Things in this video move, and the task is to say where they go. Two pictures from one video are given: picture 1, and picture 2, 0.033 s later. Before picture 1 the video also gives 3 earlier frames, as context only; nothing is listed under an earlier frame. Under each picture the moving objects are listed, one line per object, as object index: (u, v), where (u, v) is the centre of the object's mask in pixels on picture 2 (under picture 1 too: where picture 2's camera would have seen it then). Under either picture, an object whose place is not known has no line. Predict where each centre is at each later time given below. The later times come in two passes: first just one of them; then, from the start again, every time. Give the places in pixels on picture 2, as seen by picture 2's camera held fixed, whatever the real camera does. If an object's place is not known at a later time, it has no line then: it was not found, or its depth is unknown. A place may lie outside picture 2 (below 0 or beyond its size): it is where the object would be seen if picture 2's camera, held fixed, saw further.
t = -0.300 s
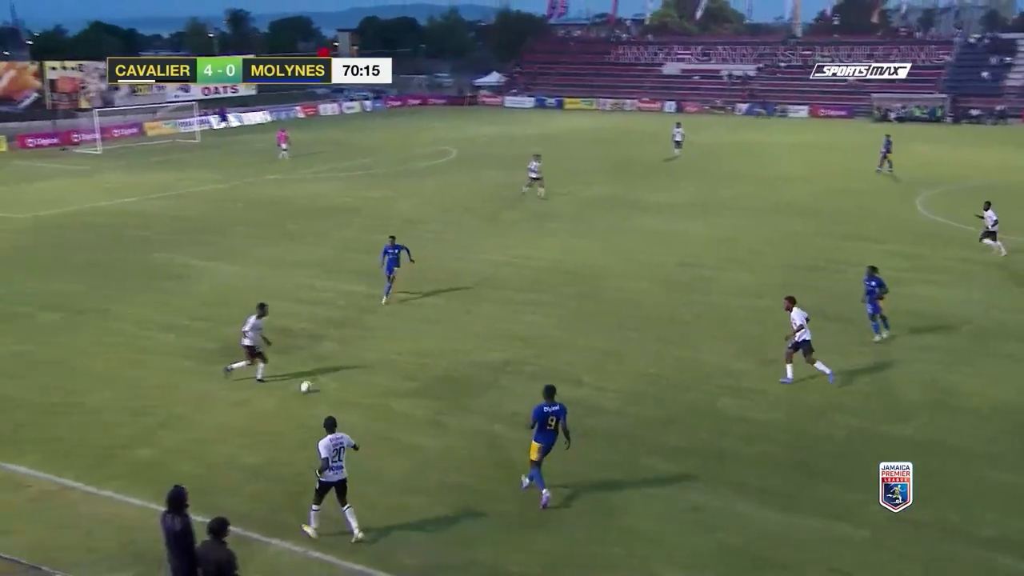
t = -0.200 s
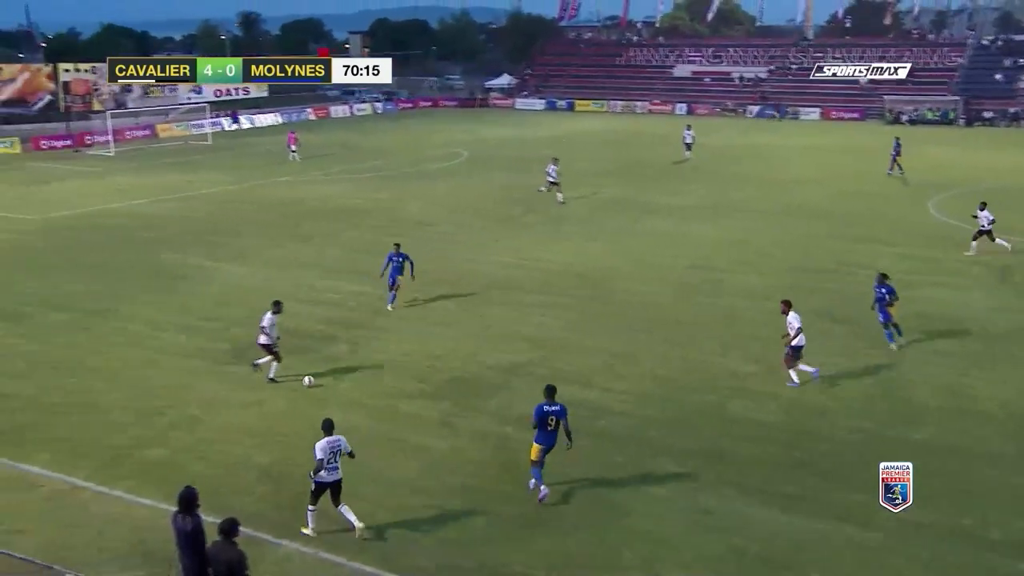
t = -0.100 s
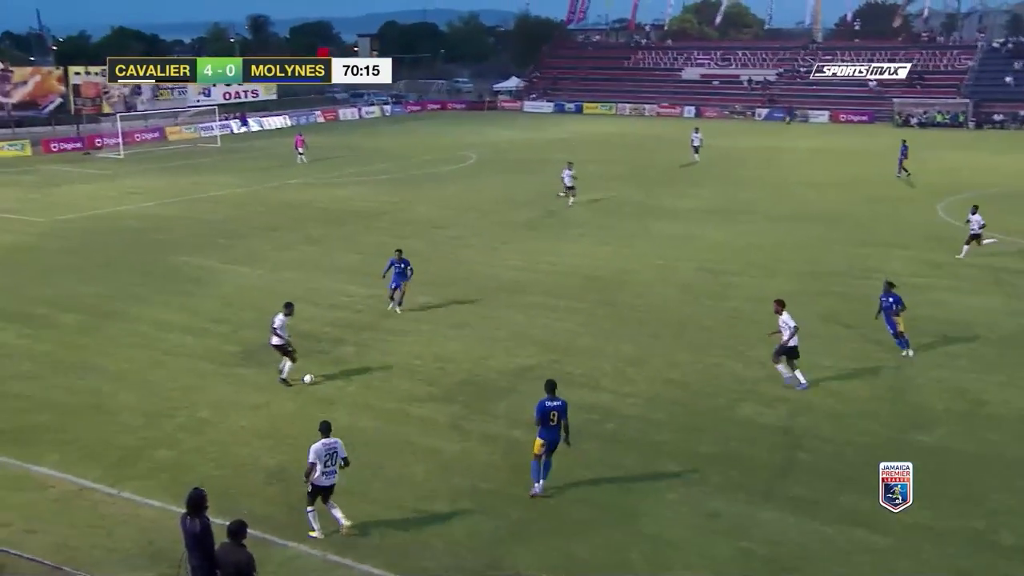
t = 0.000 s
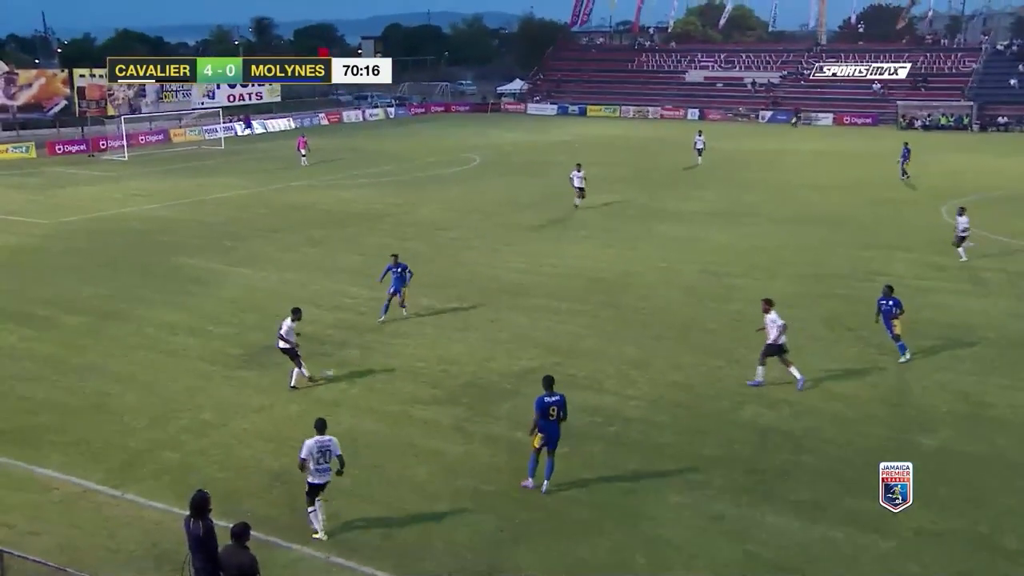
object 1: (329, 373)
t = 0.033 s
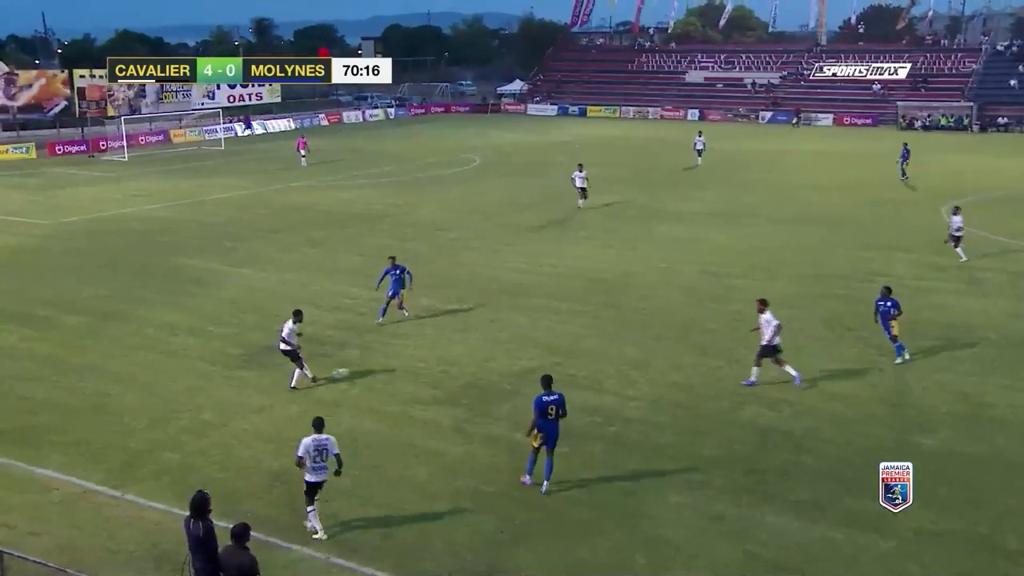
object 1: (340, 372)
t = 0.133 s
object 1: (377, 371)
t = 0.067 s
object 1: (353, 371)
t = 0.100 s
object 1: (365, 371)
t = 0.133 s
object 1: (377, 371)
